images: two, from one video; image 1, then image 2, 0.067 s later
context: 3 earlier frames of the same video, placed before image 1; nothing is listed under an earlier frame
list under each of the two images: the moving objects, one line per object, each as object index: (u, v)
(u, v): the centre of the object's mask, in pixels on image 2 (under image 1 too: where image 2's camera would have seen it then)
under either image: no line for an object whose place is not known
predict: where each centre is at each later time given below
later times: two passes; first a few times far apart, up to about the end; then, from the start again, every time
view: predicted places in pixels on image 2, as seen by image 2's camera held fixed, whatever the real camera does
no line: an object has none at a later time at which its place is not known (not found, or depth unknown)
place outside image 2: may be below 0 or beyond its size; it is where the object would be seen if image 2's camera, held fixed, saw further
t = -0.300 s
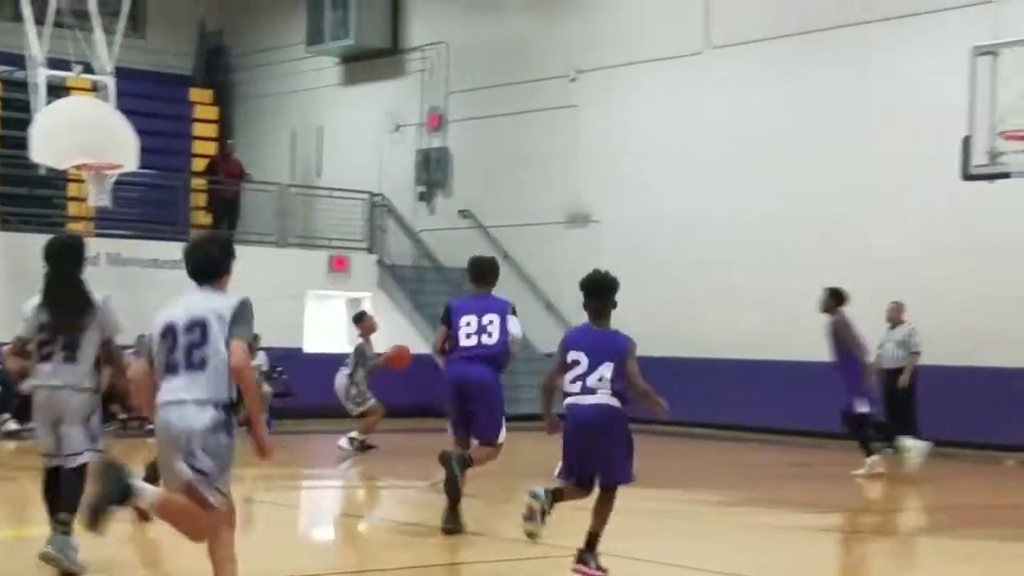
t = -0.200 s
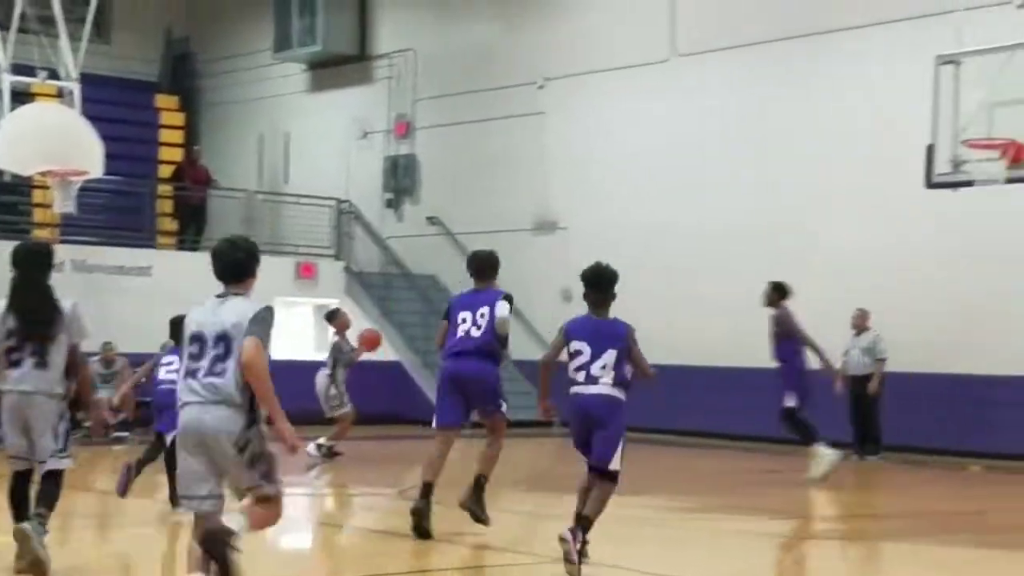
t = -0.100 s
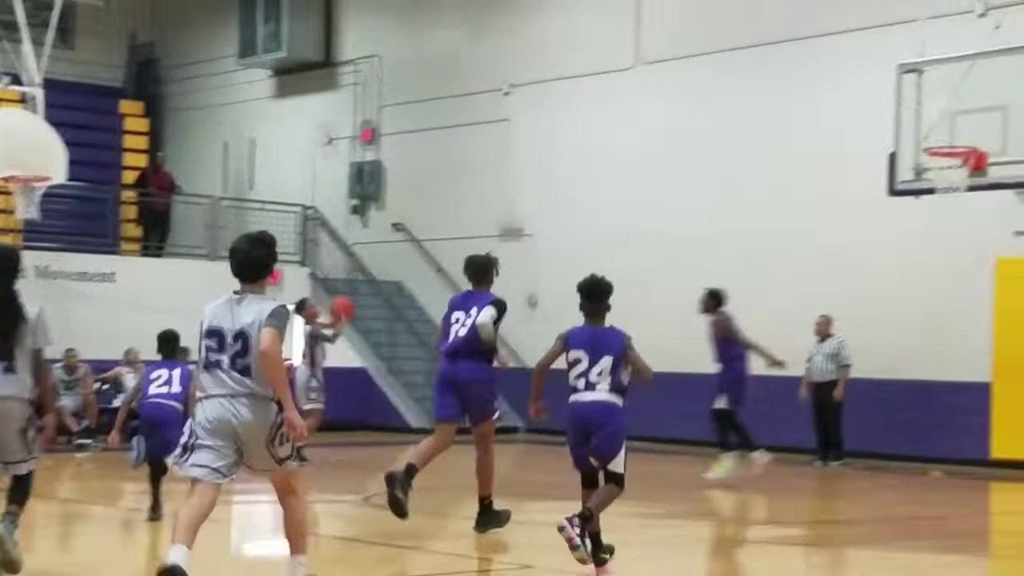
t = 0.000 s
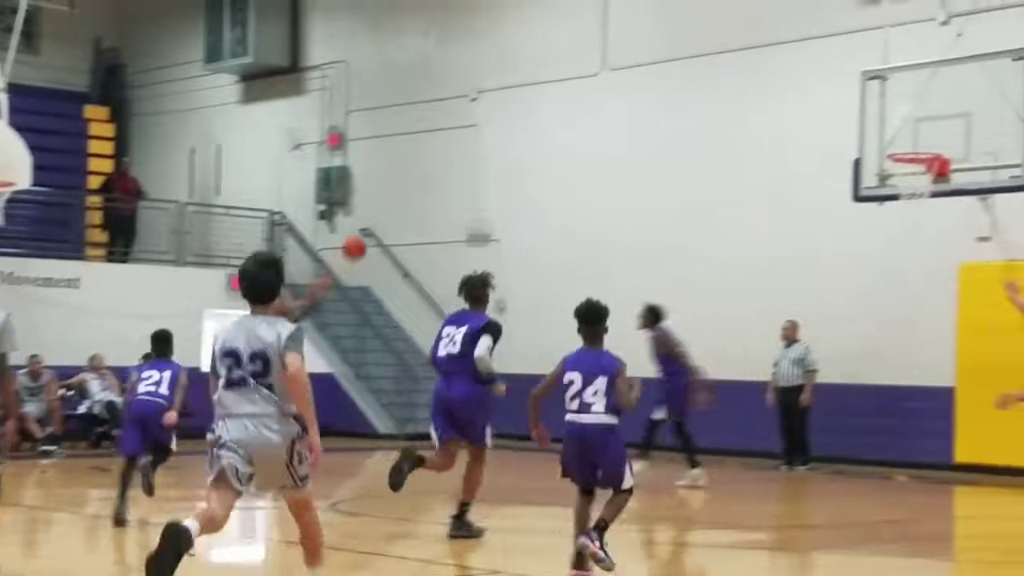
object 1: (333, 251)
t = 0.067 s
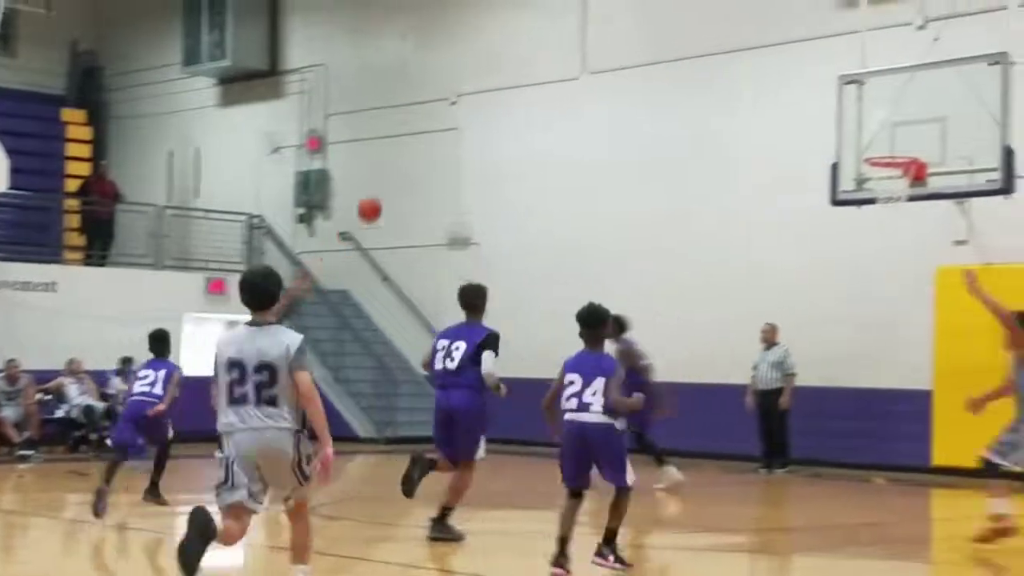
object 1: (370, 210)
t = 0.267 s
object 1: (475, 109)
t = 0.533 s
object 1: (615, 38)
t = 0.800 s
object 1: (755, 41)
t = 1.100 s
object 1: (913, 132)
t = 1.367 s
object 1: (862, 129)
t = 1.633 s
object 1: (809, 140)
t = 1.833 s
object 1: (770, 195)
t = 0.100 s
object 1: (387, 190)
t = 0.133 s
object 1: (404, 173)
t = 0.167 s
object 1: (422, 155)
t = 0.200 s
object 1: (440, 138)
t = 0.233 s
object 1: (457, 123)
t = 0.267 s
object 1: (475, 109)
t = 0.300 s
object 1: (492, 96)
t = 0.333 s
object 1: (510, 84)
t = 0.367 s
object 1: (527, 74)
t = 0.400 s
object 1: (545, 64)
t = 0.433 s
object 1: (562, 56)
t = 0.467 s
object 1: (580, 48)
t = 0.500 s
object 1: (598, 43)
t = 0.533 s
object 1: (615, 38)
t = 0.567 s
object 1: (632, 34)
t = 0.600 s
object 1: (650, 32)
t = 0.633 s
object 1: (667, 30)
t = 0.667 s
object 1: (684, 30)
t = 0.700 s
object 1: (702, 31)
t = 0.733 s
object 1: (720, 33)
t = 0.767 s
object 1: (737, 37)
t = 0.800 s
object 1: (755, 41)
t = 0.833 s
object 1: (772, 47)
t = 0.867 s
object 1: (790, 53)
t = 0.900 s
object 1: (808, 61)
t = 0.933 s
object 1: (826, 69)
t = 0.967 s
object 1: (843, 80)
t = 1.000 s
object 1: (861, 90)
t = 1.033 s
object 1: (879, 103)
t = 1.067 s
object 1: (897, 117)
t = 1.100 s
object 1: (913, 132)
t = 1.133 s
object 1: (914, 140)
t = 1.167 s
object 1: (911, 146)
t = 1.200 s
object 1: (906, 149)
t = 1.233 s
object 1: (895, 148)
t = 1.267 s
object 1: (883, 145)
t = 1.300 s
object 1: (876, 138)
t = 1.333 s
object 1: (869, 133)
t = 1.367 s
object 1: (862, 129)
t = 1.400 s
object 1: (856, 126)
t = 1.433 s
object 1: (849, 125)
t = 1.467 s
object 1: (843, 124)
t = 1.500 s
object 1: (836, 125)
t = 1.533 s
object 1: (829, 127)
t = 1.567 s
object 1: (822, 130)
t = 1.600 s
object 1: (815, 134)
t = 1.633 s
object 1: (809, 140)
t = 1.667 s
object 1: (802, 146)
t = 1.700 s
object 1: (796, 154)
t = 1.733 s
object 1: (789, 162)
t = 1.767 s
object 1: (782, 172)
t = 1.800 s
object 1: (776, 183)
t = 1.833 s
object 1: (770, 195)
